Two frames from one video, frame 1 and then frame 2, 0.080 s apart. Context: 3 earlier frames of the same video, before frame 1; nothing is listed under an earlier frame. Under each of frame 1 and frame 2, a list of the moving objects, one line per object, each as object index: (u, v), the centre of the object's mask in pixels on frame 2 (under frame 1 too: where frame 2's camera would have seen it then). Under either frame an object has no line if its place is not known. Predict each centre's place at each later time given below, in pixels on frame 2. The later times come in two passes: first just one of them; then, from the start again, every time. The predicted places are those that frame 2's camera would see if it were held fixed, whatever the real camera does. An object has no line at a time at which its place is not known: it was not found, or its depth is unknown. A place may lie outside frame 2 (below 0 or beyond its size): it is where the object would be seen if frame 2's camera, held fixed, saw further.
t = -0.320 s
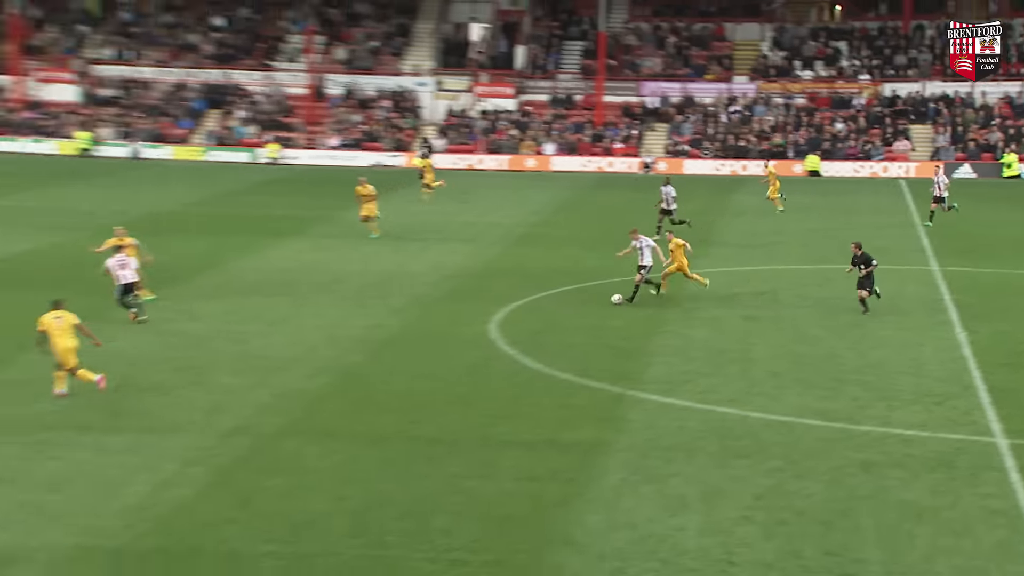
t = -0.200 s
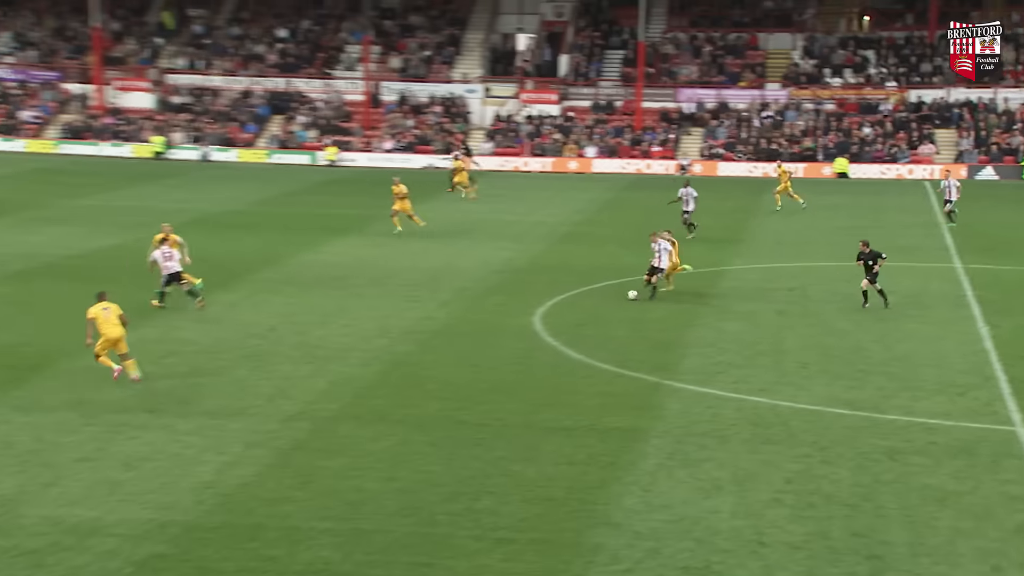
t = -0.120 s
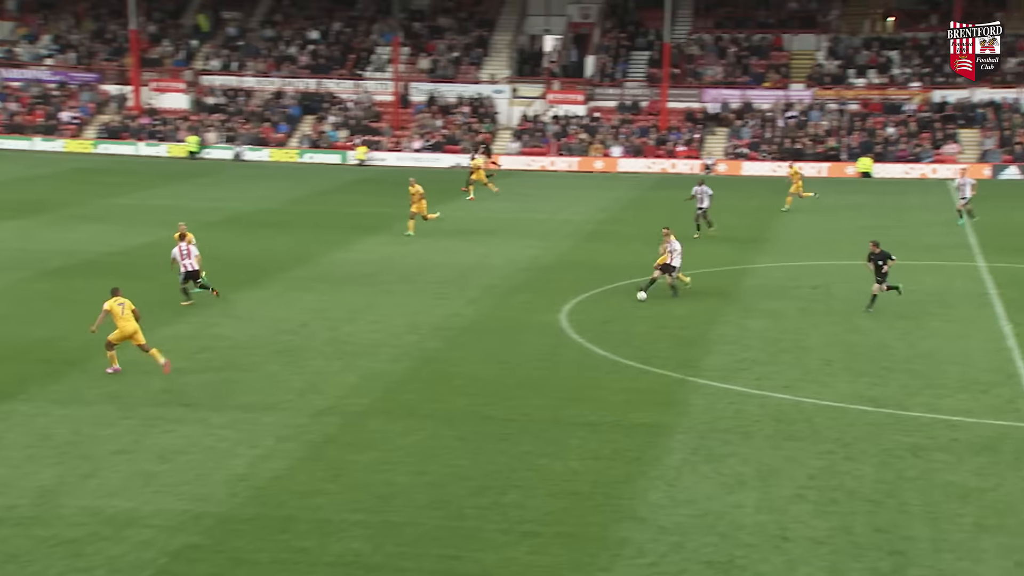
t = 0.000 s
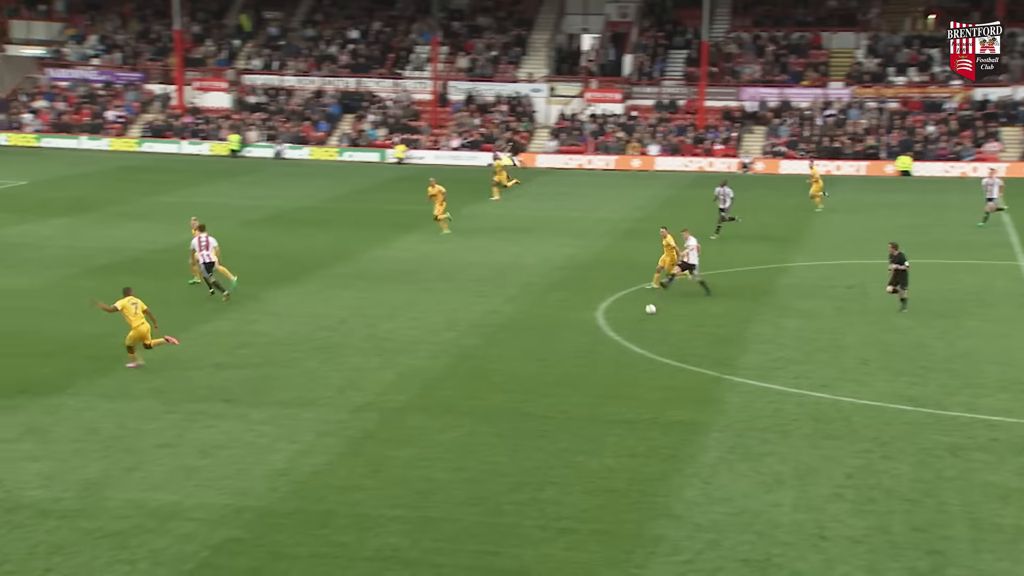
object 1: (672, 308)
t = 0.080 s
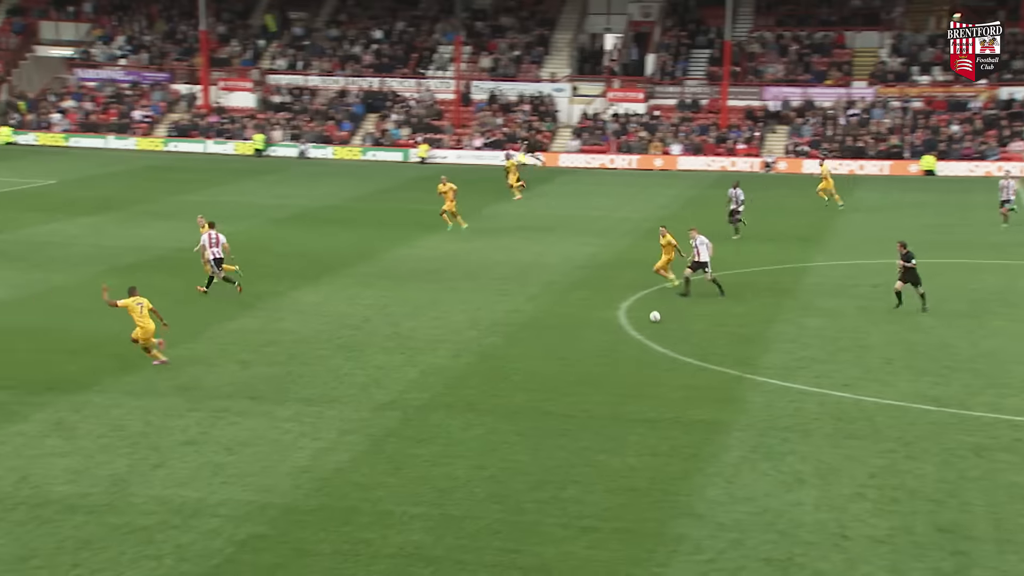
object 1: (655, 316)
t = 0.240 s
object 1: (621, 336)
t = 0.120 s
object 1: (646, 322)
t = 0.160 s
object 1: (638, 328)
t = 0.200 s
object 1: (629, 333)
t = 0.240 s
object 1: (621, 336)
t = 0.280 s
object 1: (613, 340)
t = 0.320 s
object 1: (604, 345)
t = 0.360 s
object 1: (596, 352)
